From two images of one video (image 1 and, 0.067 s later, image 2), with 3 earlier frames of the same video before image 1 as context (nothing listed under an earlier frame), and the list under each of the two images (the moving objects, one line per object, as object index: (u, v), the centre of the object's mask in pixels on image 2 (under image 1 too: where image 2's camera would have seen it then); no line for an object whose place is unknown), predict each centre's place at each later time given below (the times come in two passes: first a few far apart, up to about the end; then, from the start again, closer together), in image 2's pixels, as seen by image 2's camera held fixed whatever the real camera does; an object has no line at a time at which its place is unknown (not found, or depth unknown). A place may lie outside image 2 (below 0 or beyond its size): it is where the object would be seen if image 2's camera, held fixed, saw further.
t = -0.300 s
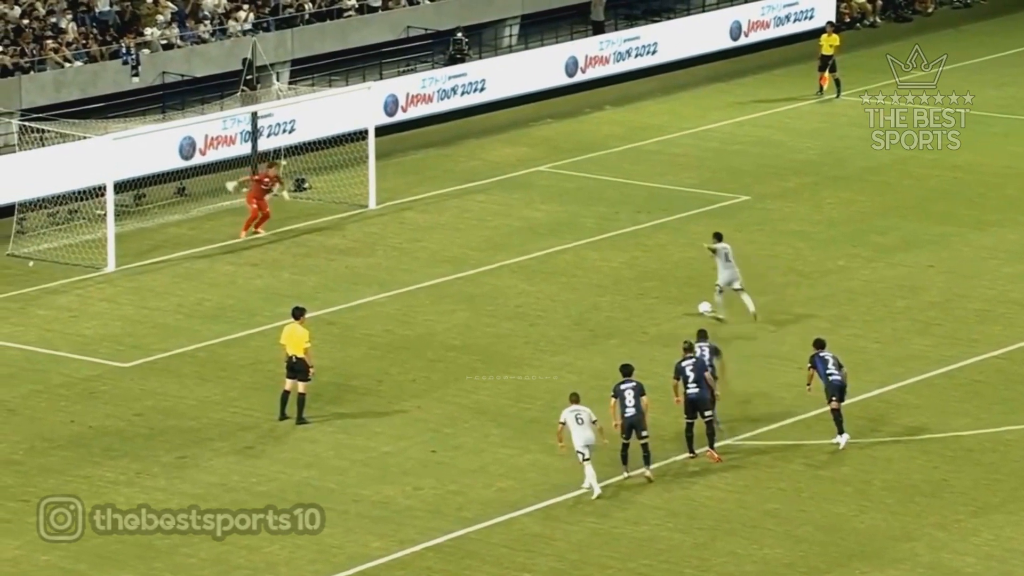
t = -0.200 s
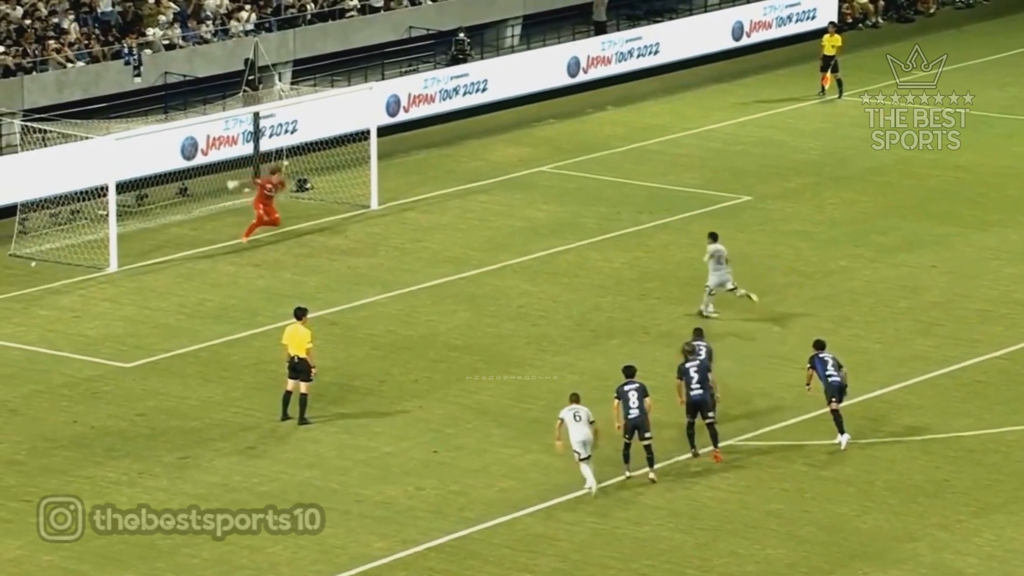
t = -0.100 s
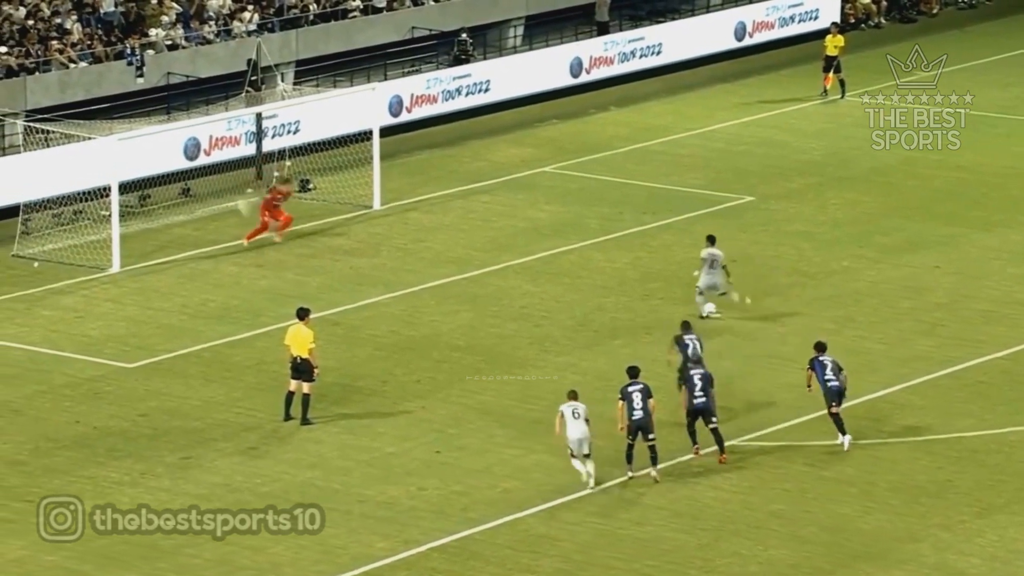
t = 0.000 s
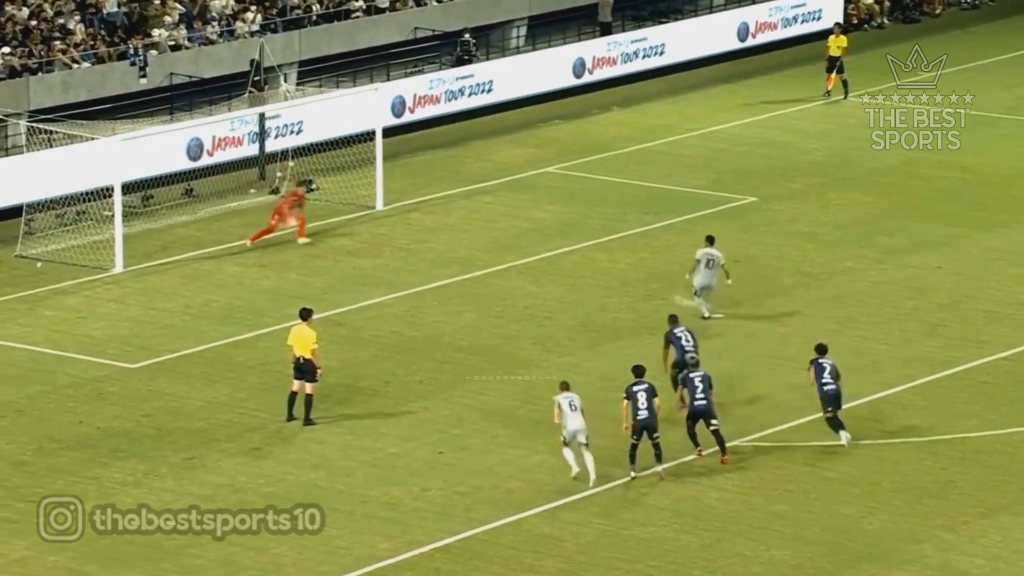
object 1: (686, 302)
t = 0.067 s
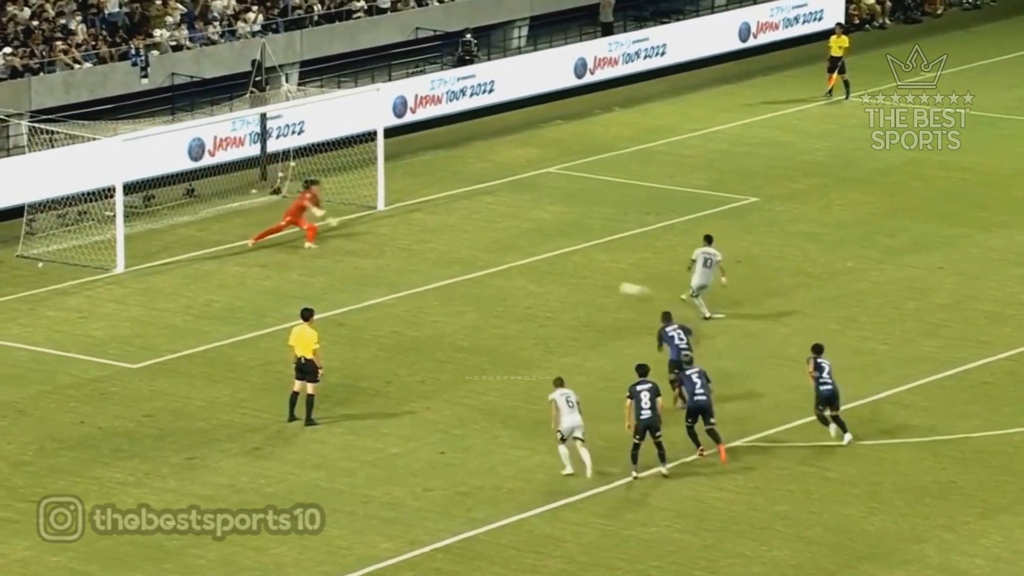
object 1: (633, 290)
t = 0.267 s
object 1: (453, 267)
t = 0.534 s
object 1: (248, 249)
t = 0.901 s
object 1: (41, 218)
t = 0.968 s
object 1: (31, 204)
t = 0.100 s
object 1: (600, 283)
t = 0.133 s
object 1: (570, 278)
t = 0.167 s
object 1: (541, 274)
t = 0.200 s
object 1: (511, 271)
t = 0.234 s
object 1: (481, 269)
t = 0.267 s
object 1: (453, 267)
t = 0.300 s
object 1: (425, 267)
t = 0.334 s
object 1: (398, 267)
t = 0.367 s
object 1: (369, 267)
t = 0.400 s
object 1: (347, 263)
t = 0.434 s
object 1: (322, 258)
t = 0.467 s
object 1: (296, 255)
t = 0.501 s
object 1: (274, 252)
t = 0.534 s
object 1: (248, 249)
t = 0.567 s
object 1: (225, 249)
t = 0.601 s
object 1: (204, 248)
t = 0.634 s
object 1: (180, 248)
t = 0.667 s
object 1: (156, 246)
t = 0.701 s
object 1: (138, 243)
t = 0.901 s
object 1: (41, 218)
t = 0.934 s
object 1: (35, 211)
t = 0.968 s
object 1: (31, 204)
